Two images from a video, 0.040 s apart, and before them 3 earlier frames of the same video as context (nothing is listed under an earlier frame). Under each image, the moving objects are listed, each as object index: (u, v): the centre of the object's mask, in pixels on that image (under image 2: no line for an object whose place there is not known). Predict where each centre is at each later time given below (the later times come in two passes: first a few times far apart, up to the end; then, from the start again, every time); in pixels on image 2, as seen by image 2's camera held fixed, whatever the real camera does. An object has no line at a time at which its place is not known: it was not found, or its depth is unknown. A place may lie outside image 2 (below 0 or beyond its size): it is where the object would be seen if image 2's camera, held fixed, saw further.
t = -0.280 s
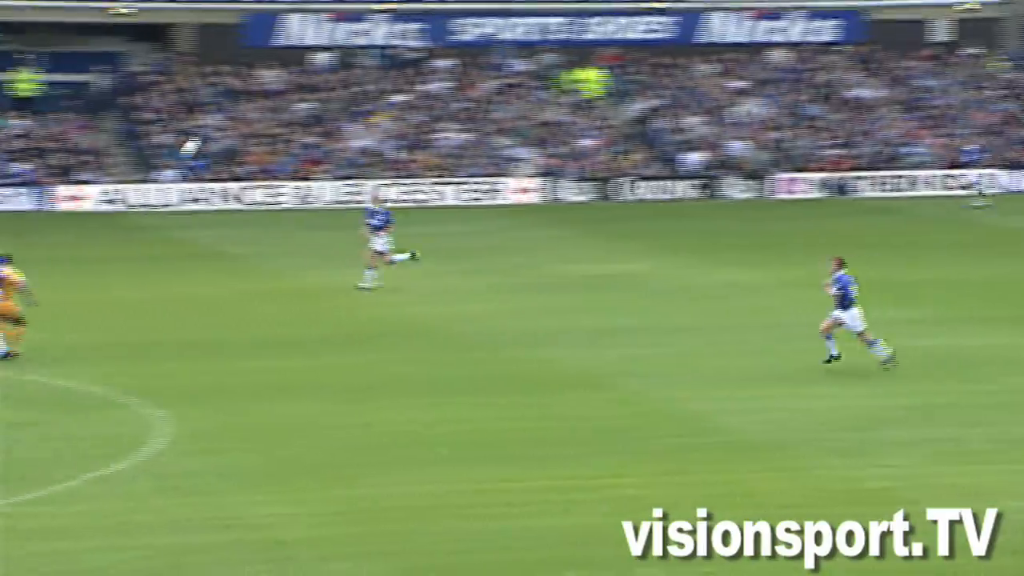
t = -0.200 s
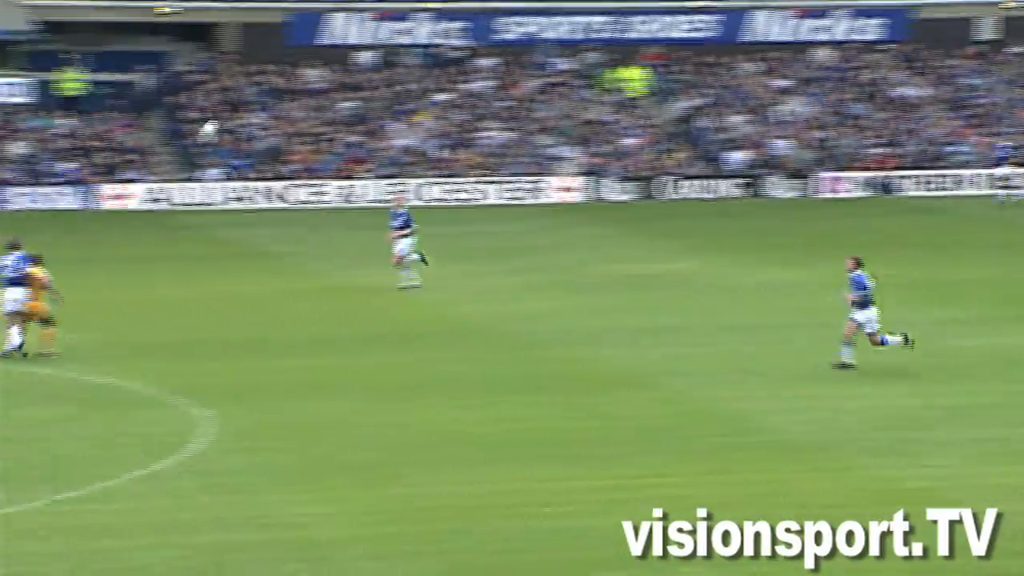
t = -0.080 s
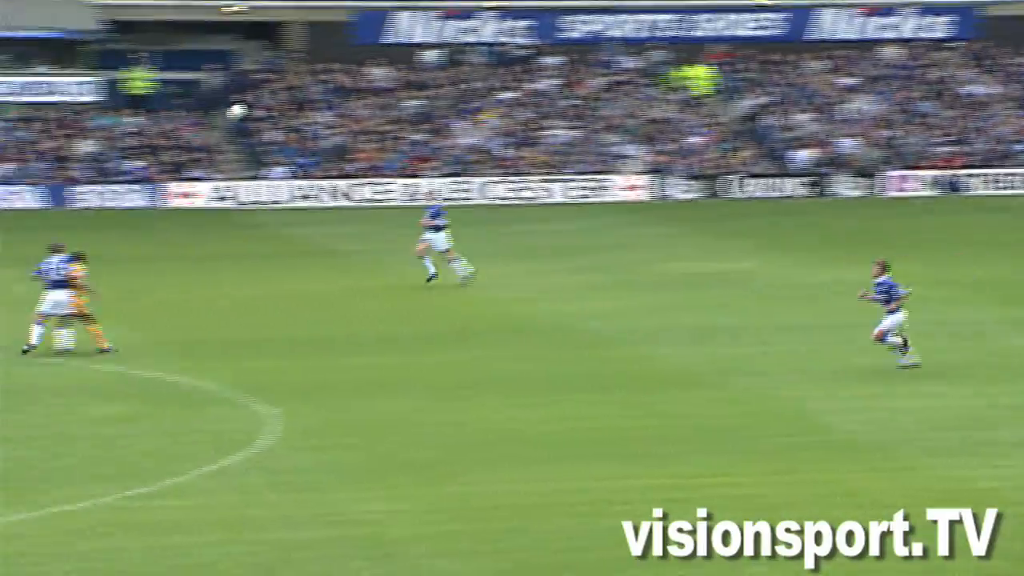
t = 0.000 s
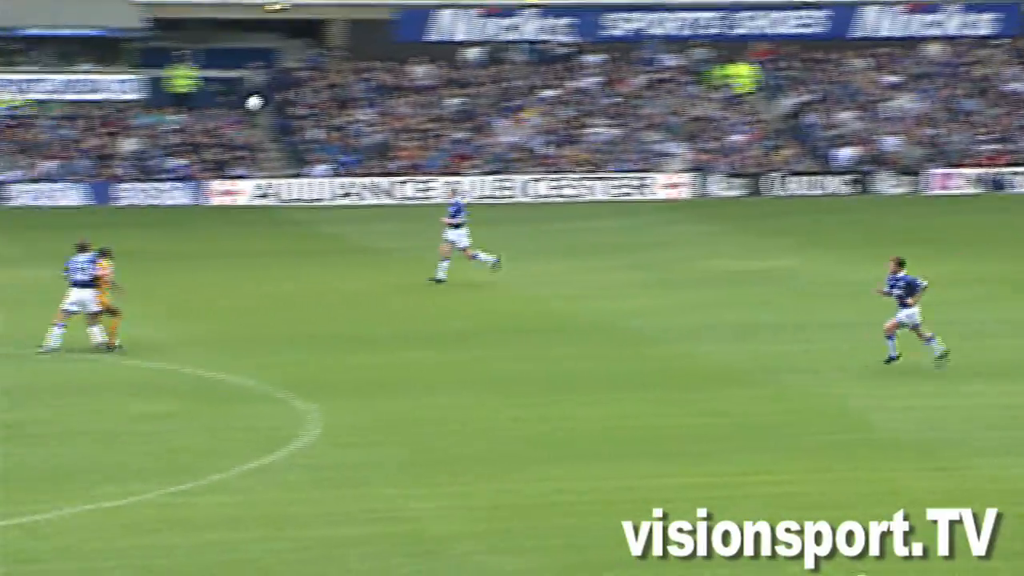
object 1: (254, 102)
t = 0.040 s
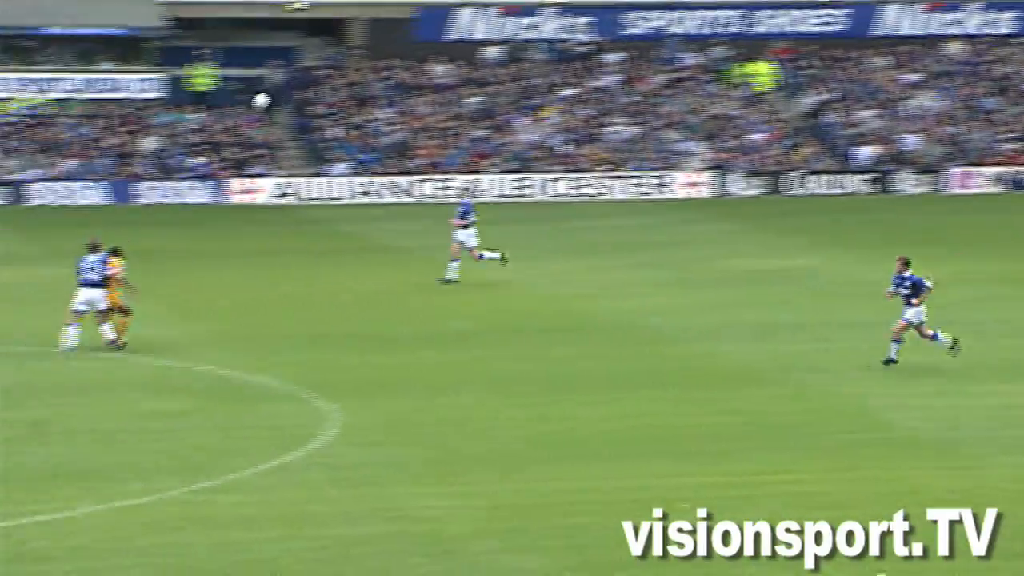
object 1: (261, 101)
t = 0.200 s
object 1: (209, 105)
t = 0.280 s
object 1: (184, 114)
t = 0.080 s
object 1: (247, 100)
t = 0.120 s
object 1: (235, 101)
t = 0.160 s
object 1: (223, 103)
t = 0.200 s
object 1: (209, 105)
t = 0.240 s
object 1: (197, 109)
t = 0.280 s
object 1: (184, 114)
